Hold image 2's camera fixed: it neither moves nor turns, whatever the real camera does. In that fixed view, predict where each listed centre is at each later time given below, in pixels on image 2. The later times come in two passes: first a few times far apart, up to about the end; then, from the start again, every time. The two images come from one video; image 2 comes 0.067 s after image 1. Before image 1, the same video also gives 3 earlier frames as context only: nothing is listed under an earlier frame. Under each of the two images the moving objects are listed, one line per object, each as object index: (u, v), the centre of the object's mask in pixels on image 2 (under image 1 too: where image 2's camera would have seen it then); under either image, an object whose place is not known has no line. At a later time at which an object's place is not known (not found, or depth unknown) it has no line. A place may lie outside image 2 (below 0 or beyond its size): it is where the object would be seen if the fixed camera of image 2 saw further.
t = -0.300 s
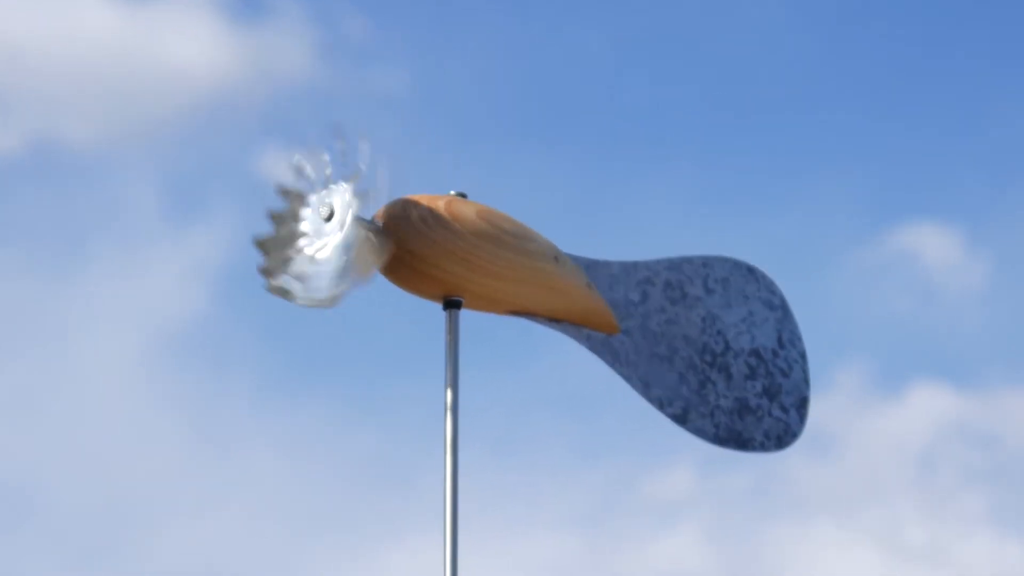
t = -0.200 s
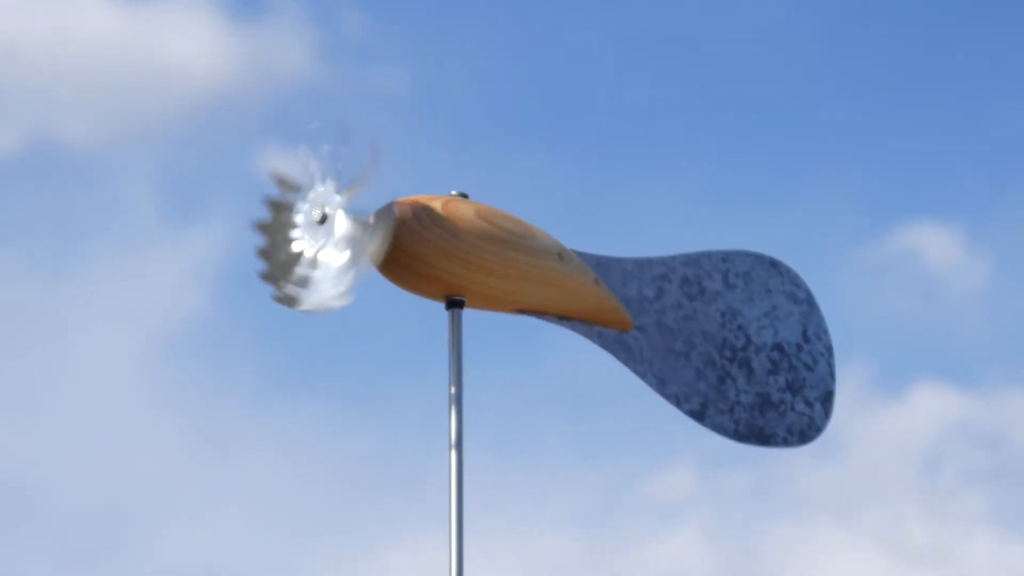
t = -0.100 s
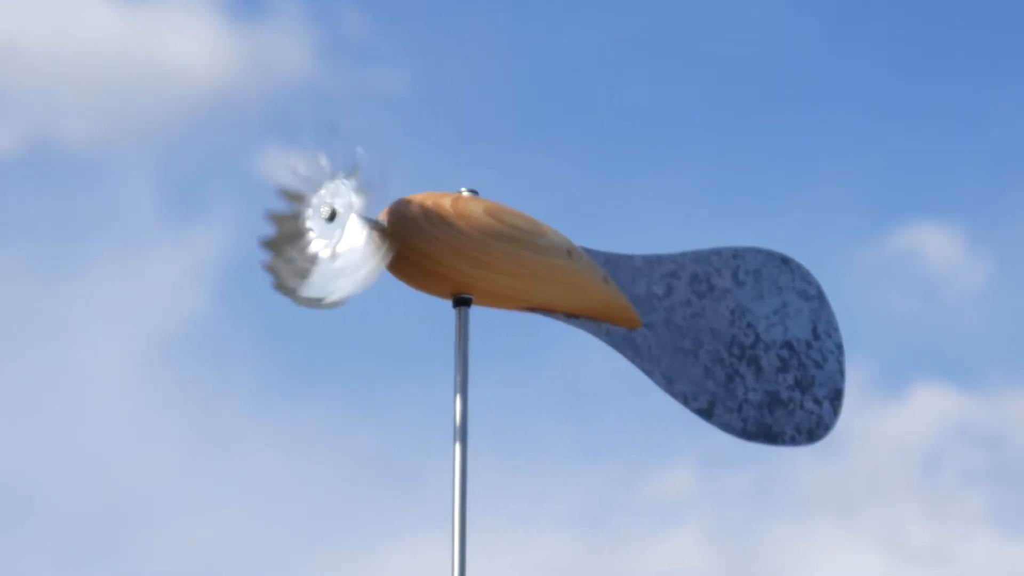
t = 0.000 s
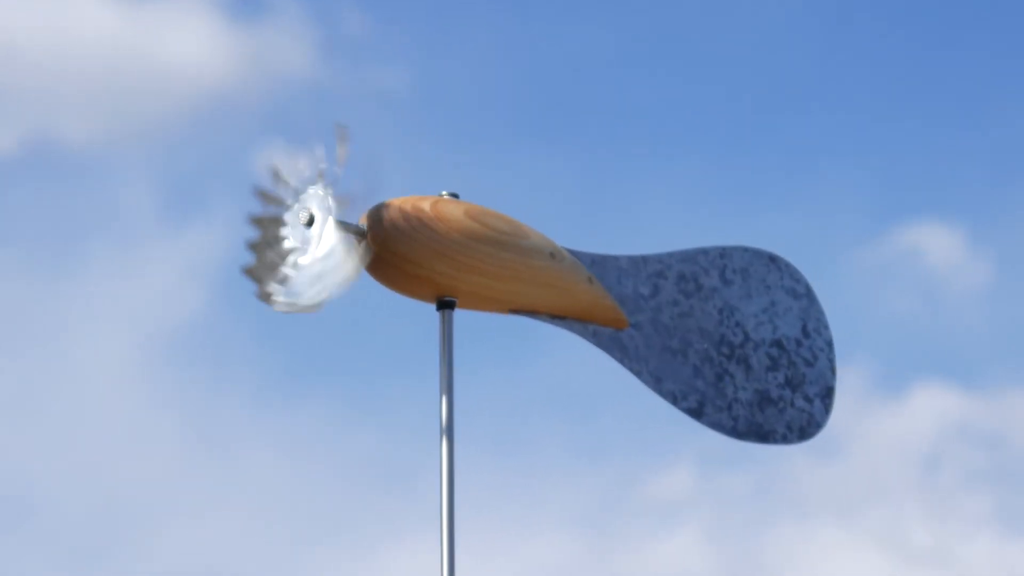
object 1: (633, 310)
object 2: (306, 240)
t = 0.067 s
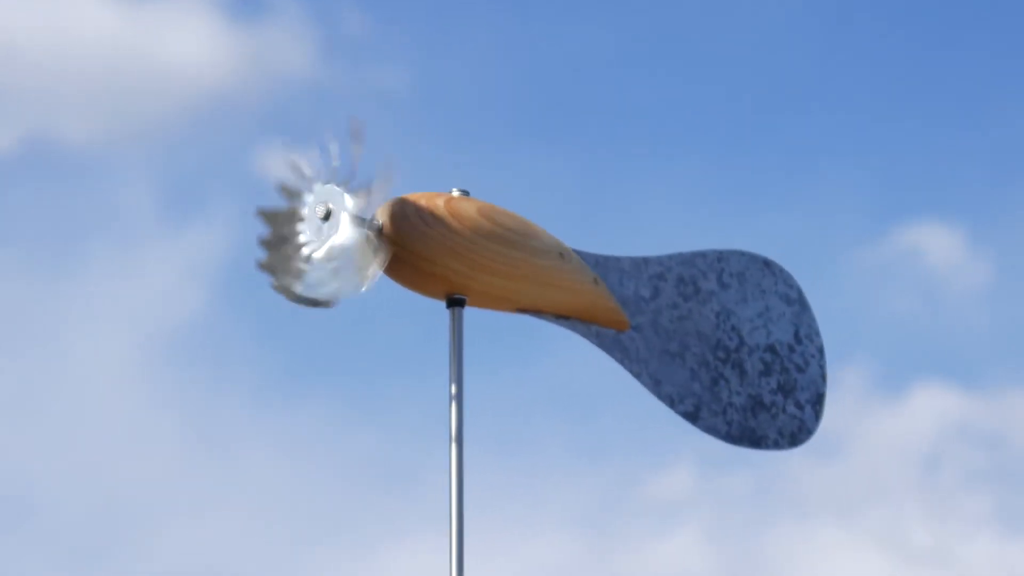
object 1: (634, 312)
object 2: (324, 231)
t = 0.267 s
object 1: (609, 325)
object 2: (341, 225)
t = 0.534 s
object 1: (620, 321)
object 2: (332, 233)
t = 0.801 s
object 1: (625, 320)
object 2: (332, 230)
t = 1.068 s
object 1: (612, 324)
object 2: (346, 228)
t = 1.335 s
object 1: (621, 323)
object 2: (350, 228)
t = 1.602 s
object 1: (632, 320)
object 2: (340, 230)
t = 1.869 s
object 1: (634, 319)
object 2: (340, 230)
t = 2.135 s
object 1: (633, 319)
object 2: (333, 236)
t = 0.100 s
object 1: (634, 315)
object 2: (335, 230)
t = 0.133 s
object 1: (633, 318)
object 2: (342, 230)
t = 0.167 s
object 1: (628, 321)
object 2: (339, 229)
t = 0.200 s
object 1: (620, 323)
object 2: (338, 226)
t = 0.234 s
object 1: (615, 325)
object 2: (335, 229)
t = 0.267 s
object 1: (609, 325)
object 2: (341, 225)
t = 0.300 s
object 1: (606, 325)
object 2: (347, 224)
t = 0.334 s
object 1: (605, 326)
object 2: (352, 224)
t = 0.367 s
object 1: (604, 325)
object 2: (355, 224)
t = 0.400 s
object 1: (608, 329)
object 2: (358, 220)
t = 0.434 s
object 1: (611, 329)
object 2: (350, 225)
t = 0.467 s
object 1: (615, 327)
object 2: (342, 226)
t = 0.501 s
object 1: (615, 324)
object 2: (336, 226)
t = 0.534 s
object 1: (620, 321)
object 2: (332, 233)
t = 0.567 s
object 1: (625, 319)
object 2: (332, 230)
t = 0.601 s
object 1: (629, 315)
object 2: (328, 228)
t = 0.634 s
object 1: (633, 313)
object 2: (327, 228)
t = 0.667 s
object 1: (638, 313)
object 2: (322, 231)
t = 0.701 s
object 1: (637, 314)
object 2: (316, 233)
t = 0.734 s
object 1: (632, 315)
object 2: (314, 239)
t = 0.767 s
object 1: (627, 317)
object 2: (321, 237)
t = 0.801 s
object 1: (625, 320)
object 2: (332, 230)
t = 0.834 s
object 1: (620, 321)
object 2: (341, 229)
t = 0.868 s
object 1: (617, 323)
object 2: (350, 227)
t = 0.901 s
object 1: (614, 325)
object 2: (356, 220)
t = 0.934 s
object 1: (613, 327)
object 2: (349, 223)
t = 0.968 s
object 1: (610, 327)
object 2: (342, 223)
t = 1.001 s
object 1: (605, 325)
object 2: (331, 231)
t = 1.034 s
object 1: (609, 326)
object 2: (340, 229)
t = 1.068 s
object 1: (612, 324)
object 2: (346, 228)
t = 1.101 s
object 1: (619, 323)
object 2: (348, 223)
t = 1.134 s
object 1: (621, 322)
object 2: (344, 228)
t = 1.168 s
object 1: (618, 320)
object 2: (337, 227)
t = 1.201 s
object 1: (620, 322)
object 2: (330, 232)
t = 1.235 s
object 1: (615, 322)
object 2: (326, 233)
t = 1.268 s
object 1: (612, 322)
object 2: (329, 228)
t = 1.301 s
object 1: (616, 323)
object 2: (341, 232)
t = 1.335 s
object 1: (621, 323)
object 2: (350, 228)
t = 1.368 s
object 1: (623, 322)
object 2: (352, 228)
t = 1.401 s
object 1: (625, 322)
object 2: (344, 230)
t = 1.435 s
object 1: (627, 322)
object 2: (339, 229)
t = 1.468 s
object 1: (624, 321)
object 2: (328, 233)
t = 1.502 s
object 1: (621, 319)
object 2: (320, 237)
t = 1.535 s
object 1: (625, 319)
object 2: (329, 234)
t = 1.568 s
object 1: (629, 319)
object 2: (333, 229)
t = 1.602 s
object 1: (632, 320)
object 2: (340, 230)
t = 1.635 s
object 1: (633, 320)
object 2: (339, 231)
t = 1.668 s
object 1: (625, 318)
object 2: (331, 235)
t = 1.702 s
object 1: (626, 319)
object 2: (328, 235)
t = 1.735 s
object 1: (622, 319)
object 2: (322, 237)
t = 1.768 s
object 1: (619, 319)
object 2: (324, 238)
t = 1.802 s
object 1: (622, 320)
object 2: (330, 235)
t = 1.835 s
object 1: (625, 319)
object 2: (335, 234)
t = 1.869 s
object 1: (634, 319)
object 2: (340, 230)
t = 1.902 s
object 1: (637, 317)
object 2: (335, 233)
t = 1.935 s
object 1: (638, 315)
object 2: (324, 236)
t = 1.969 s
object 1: (635, 312)
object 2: (309, 247)
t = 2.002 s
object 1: (634, 311)
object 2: (308, 235)
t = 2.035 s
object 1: (640, 312)
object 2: (311, 242)
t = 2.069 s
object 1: (642, 313)
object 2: (320, 238)
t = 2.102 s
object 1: (641, 315)
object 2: (330, 227)
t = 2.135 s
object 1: (633, 319)
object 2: (333, 236)
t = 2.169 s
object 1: (623, 323)
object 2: (338, 228)
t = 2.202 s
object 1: (609, 326)
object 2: (336, 228)
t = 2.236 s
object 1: (597, 330)
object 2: (339, 228)
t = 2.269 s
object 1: (590, 333)
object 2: (354, 218)
